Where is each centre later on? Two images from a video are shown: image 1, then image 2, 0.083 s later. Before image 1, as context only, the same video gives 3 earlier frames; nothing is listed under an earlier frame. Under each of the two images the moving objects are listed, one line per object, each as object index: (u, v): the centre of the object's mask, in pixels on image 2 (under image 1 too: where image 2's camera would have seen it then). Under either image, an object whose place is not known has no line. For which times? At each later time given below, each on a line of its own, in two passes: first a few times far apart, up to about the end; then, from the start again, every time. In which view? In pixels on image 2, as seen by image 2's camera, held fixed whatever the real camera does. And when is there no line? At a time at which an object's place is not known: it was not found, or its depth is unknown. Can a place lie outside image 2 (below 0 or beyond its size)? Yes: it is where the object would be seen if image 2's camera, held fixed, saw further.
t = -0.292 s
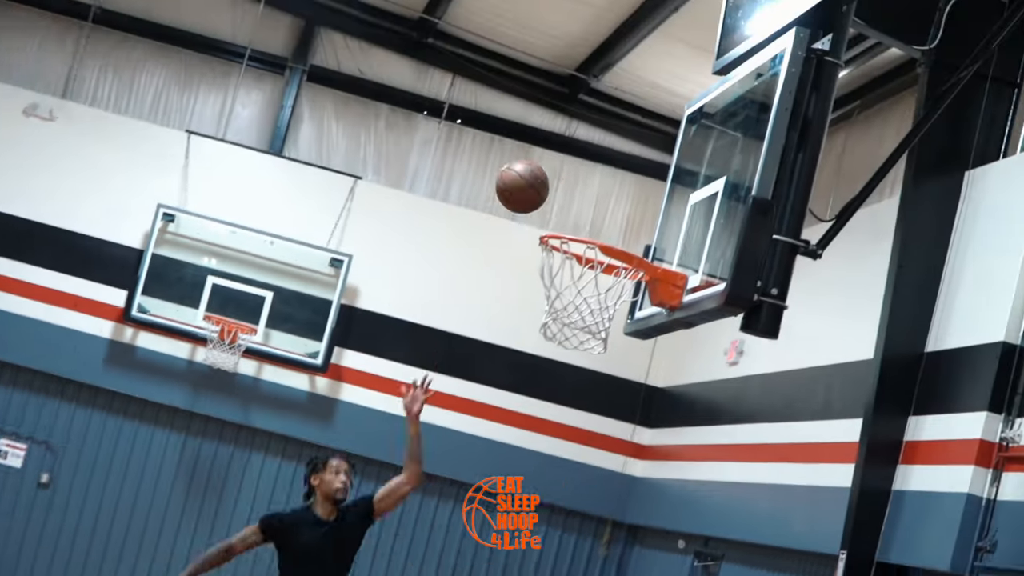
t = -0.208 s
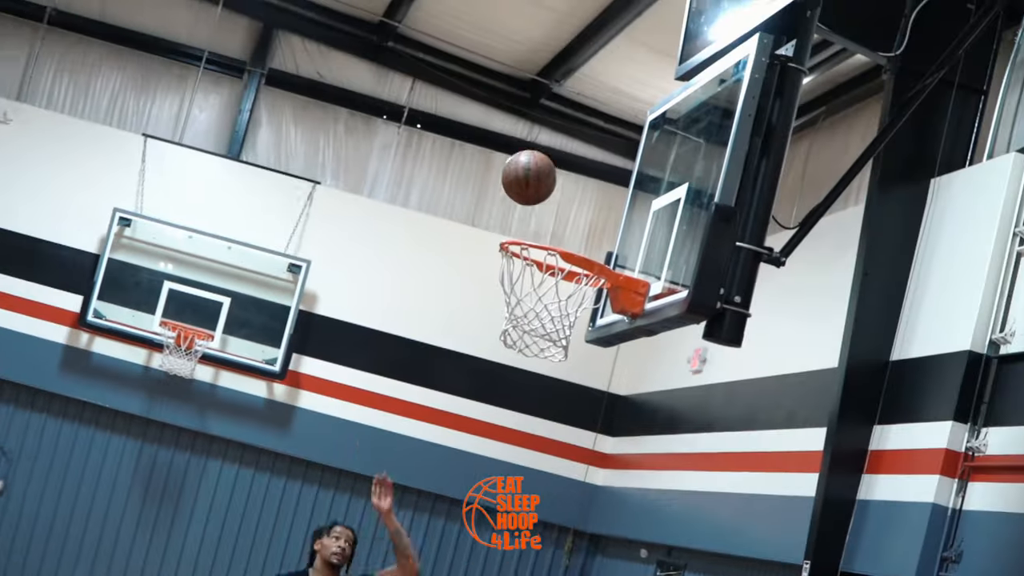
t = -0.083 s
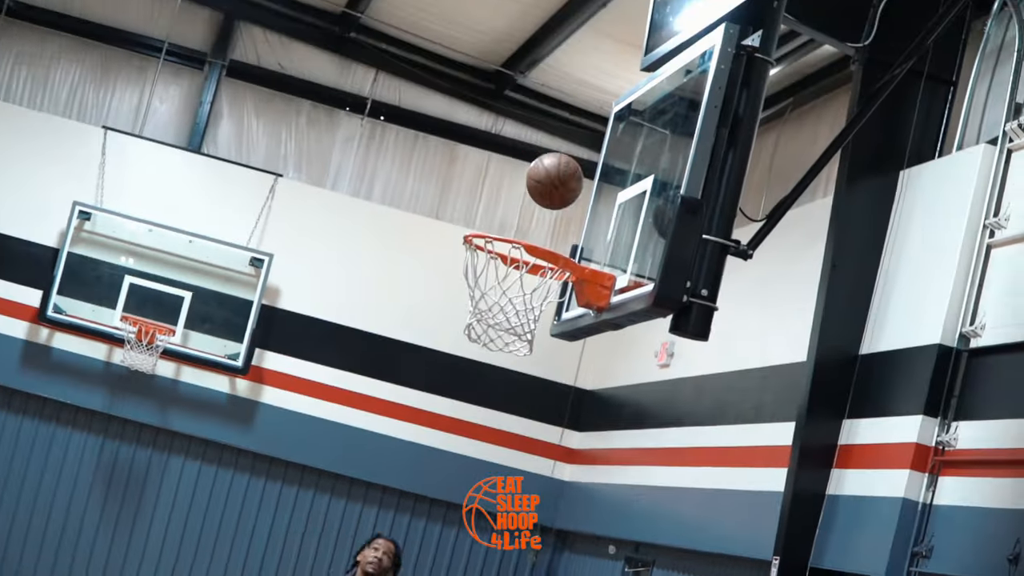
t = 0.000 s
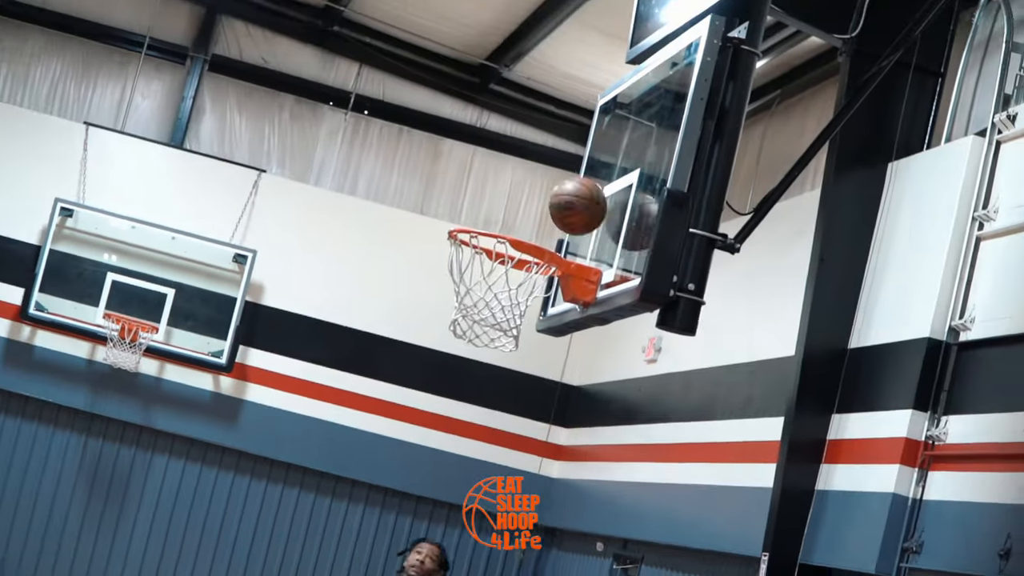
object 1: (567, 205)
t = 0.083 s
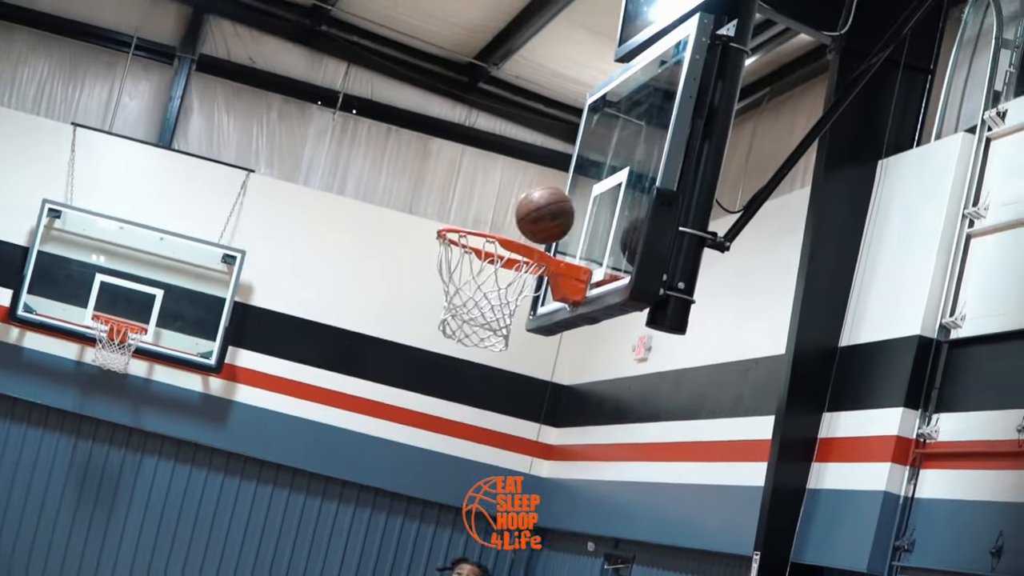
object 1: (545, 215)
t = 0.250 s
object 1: (460, 270)
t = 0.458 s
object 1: (446, 281)
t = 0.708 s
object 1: (497, 319)
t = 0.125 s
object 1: (527, 223)
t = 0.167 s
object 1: (509, 238)
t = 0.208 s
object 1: (486, 256)
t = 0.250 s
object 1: (460, 270)
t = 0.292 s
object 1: (443, 277)
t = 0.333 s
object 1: (438, 276)
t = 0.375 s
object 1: (438, 275)
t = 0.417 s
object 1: (441, 276)
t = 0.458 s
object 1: (446, 281)
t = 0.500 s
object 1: (455, 289)
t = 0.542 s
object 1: (466, 295)
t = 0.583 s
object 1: (474, 301)
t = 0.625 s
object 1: (487, 311)
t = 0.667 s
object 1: (494, 316)
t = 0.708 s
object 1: (497, 319)
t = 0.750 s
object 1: (499, 323)
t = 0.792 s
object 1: (497, 325)
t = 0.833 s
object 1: (492, 337)
